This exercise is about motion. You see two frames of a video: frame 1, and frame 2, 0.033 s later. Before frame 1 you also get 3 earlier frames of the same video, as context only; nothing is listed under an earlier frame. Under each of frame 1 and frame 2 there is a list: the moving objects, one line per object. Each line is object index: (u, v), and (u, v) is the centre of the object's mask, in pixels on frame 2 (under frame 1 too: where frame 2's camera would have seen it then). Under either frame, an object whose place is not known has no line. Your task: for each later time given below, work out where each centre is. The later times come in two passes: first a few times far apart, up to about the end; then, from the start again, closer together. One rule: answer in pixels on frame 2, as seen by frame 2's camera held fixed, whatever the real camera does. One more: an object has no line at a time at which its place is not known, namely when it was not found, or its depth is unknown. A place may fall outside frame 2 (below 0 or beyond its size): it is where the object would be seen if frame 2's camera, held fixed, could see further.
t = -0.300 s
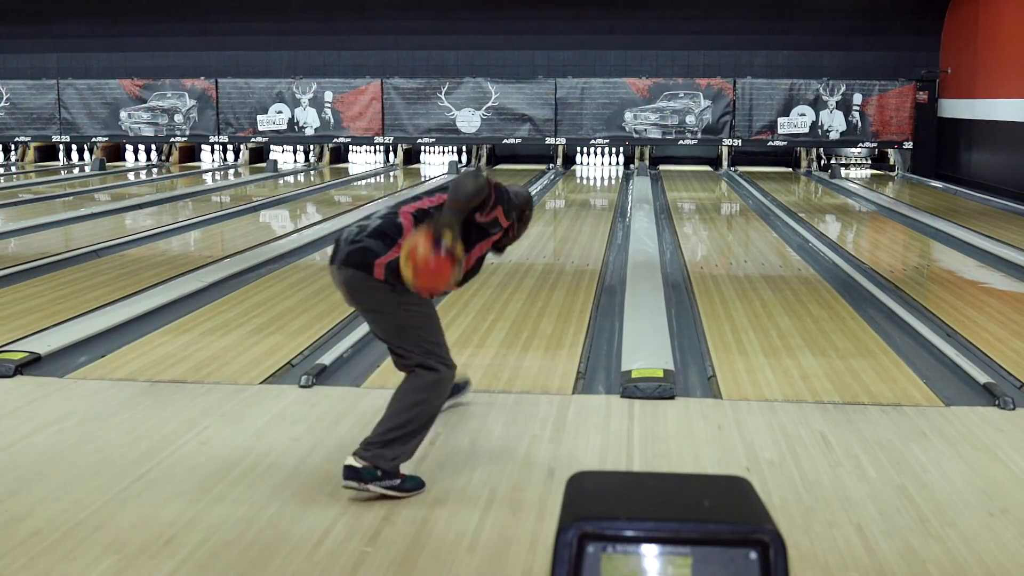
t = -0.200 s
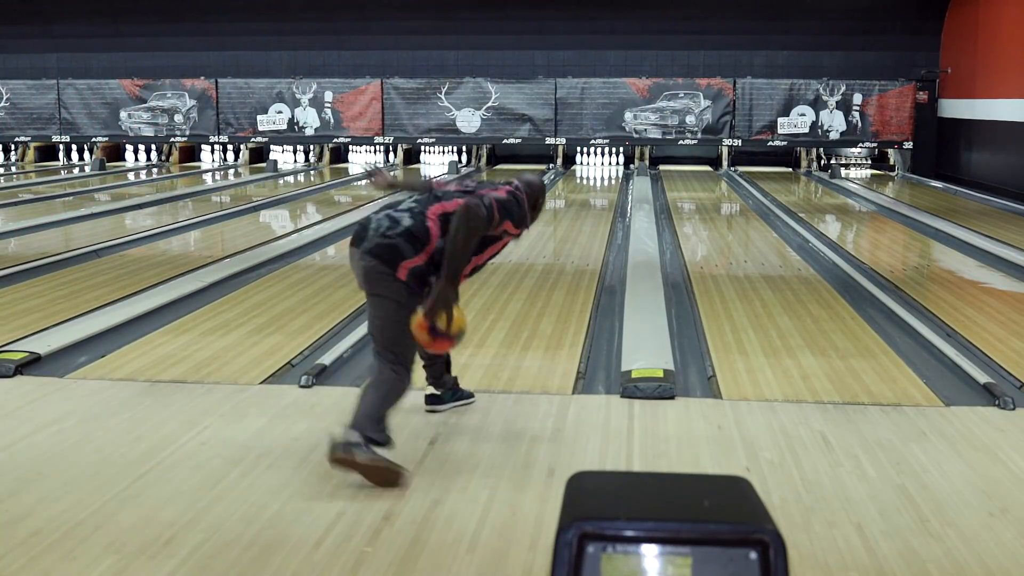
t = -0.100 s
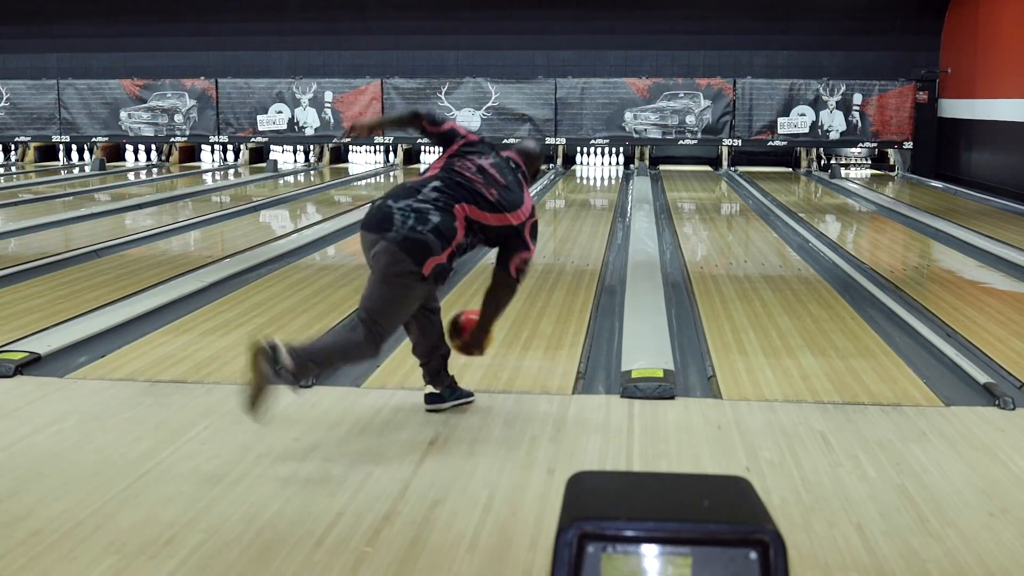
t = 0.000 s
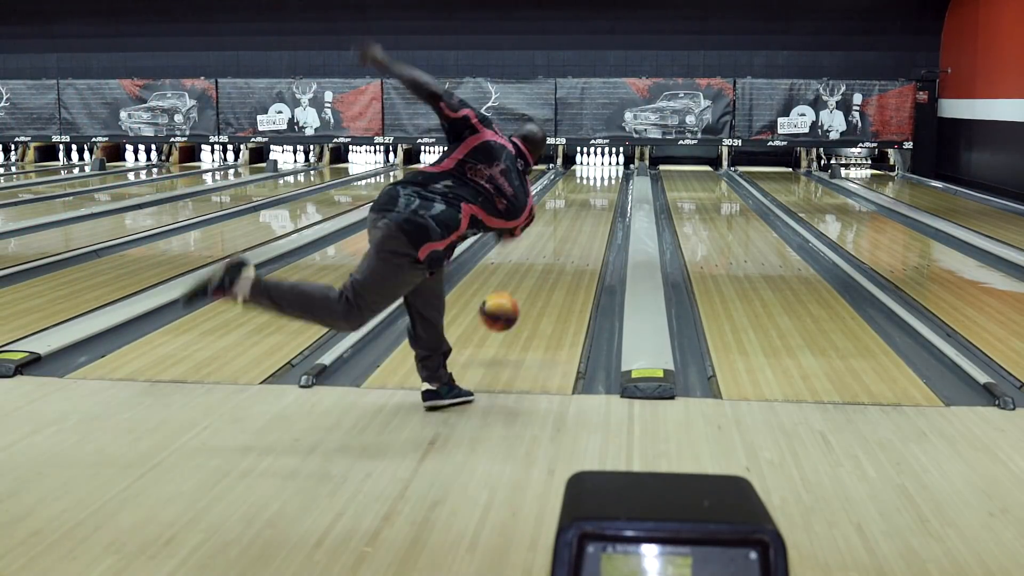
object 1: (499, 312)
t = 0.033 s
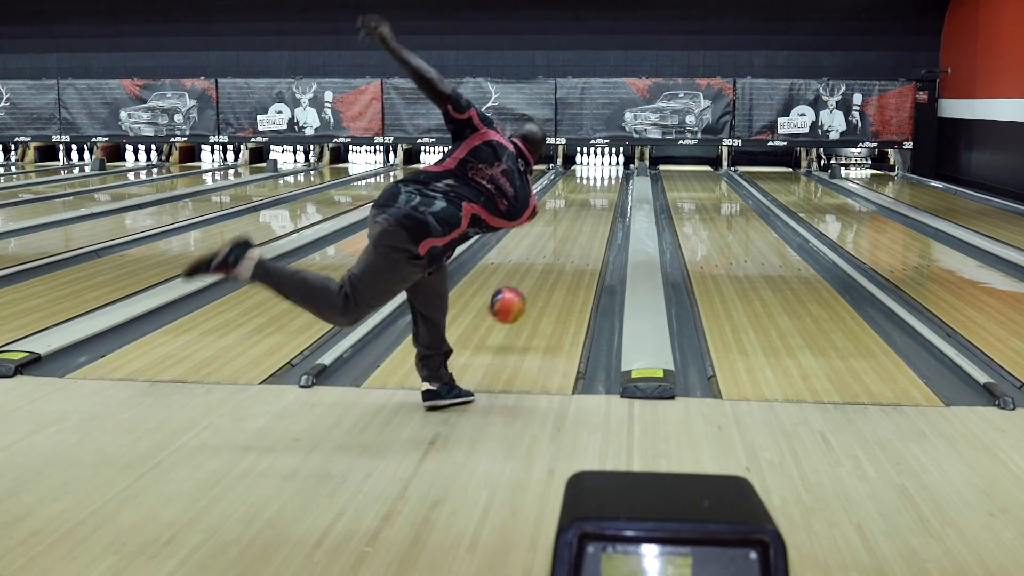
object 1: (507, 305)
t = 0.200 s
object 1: (539, 289)
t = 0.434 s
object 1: (569, 252)
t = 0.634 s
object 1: (583, 230)
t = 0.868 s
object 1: (595, 211)
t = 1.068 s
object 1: (602, 199)
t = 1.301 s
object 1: (607, 187)
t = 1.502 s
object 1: (609, 180)
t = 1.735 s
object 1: (609, 172)
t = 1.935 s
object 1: (606, 167)
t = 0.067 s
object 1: (515, 300)
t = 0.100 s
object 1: (522, 298)
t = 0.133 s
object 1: (528, 298)
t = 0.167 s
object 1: (534, 298)
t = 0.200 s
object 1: (539, 289)
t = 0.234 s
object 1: (544, 283)
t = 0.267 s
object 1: (549, 276)
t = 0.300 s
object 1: (553, 272)
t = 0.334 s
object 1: (556, 266)
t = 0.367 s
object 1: (560, 262)
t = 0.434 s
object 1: (569, 252)
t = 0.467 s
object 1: (570, 248)
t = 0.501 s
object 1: (573, 244)
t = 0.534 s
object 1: (575, 241)
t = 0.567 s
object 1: (578, 237)
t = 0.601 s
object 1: (580, 233)
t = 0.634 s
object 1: (583, 230)
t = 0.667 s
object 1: (585, 227)
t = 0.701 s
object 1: (587, 224)
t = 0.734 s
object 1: (589, 221)
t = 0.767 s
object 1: (590, 218)
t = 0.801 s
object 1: (592, 216)
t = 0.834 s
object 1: (593, 213)
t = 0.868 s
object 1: (595, 211)
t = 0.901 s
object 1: (596, 208)
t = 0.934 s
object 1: (597, 206)
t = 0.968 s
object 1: (599, 204)
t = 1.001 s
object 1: (599, 203)
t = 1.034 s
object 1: (600, 200)
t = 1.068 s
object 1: (602, 199)
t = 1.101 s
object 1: (602, 198)
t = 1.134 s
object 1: (603, 195)
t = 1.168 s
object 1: (604, 194)
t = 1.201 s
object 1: (604, 193)
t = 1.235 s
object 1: (606, 190)
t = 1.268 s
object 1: (606, 188)
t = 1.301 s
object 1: (607, 187)
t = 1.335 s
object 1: (607, 186)
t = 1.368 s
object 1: (608, 185)
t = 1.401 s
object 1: (608, 184)
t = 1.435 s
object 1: (608, 182)
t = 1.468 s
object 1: (608, 181)
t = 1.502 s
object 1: (609, 180)
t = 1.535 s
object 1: (609, 179)
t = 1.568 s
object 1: (609, 177)
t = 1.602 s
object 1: (609, 176)
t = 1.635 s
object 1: (609, 175)
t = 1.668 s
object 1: (609, 174)
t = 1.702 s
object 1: (608, 172)
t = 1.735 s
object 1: (609, 172)
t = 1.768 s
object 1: (608, 171)
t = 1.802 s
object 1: (608, 170)
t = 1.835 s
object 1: (608, 169)
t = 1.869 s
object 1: (607, 168)
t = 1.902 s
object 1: (606, 168)
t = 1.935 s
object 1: (606, 167)
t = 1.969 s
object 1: (606, 166)
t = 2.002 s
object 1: (605, 165)
